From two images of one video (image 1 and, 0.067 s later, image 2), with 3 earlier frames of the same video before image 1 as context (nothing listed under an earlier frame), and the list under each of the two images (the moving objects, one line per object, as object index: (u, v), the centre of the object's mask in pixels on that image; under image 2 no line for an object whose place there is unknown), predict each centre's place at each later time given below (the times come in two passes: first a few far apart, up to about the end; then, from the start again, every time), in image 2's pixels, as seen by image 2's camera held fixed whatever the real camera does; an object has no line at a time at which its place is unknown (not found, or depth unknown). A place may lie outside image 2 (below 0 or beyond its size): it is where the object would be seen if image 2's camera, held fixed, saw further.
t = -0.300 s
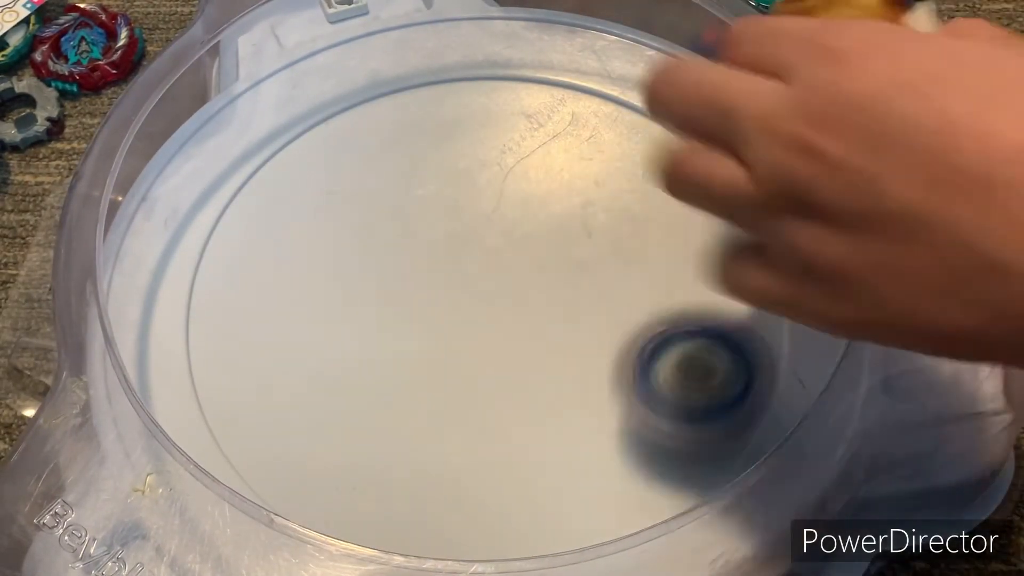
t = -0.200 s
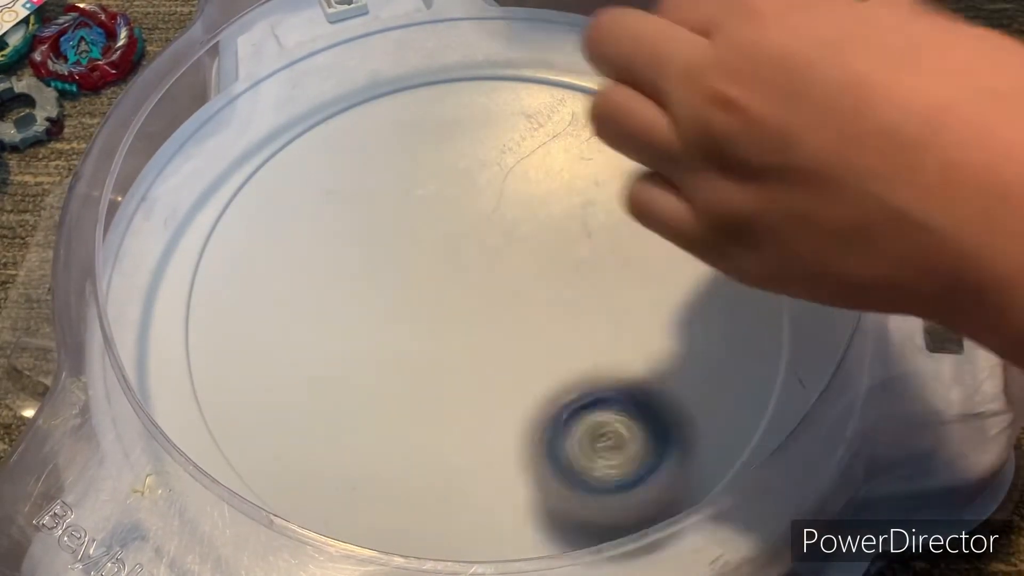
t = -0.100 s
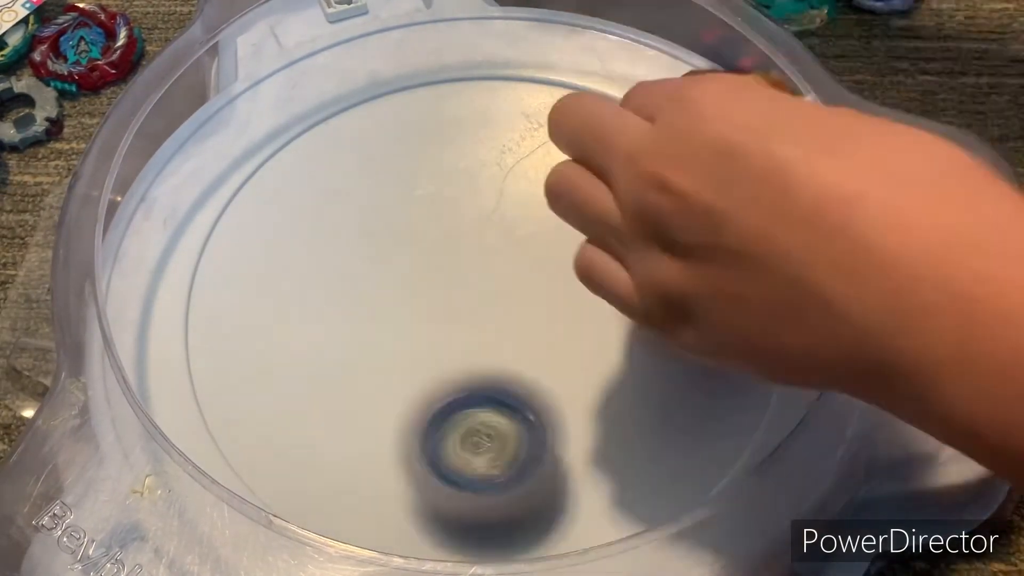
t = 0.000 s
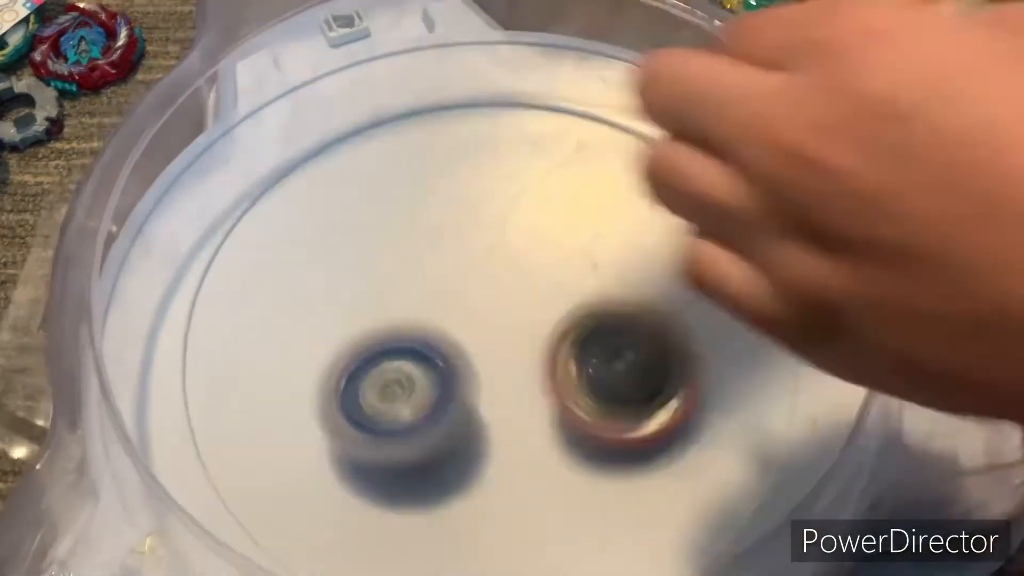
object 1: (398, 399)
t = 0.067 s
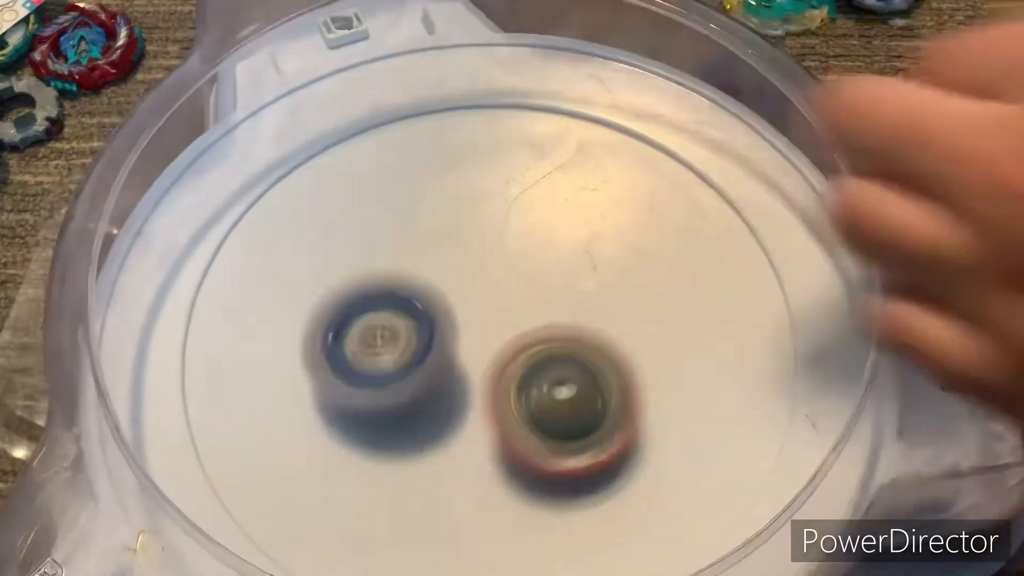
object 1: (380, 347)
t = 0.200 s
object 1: (425, 242)
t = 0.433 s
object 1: (601, 190)
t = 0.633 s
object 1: (791, 257)
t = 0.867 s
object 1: (846, 358)
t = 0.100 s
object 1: (383, 320)
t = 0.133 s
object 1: (392, 292)
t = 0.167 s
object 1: (407, 267)
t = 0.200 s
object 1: (425, 242)
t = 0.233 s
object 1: (447, 226)
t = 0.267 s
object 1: (471, 206)
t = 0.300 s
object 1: (496, 194)
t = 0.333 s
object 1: (524, 185)
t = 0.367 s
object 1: (551, 180)
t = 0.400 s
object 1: (578, 182)
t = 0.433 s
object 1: (601, 190)
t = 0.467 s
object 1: (626, 201)
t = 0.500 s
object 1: (646, 216)
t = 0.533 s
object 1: (660, 238)
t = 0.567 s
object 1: (672, 258)
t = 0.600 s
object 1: (739, 253)
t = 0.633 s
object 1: (791, 257)
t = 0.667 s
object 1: (812, 270)
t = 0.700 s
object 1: (830, 287)
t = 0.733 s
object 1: (856, 301)
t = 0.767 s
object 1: (870, 314)
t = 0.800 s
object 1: (875, 327)
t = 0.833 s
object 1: (861, 345)
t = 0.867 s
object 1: (846, 358)
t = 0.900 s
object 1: (833, 372)
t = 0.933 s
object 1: (822, 386)
